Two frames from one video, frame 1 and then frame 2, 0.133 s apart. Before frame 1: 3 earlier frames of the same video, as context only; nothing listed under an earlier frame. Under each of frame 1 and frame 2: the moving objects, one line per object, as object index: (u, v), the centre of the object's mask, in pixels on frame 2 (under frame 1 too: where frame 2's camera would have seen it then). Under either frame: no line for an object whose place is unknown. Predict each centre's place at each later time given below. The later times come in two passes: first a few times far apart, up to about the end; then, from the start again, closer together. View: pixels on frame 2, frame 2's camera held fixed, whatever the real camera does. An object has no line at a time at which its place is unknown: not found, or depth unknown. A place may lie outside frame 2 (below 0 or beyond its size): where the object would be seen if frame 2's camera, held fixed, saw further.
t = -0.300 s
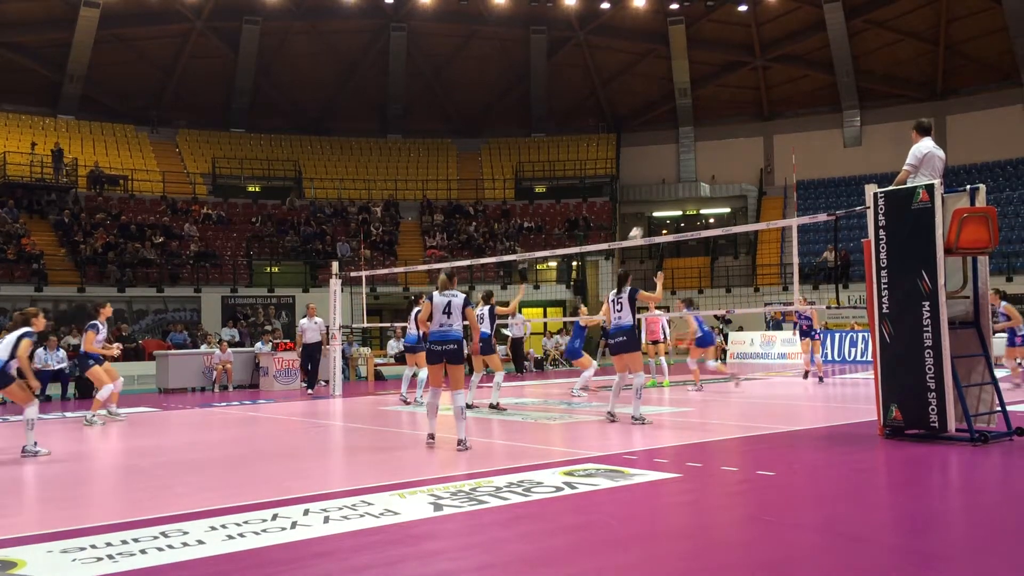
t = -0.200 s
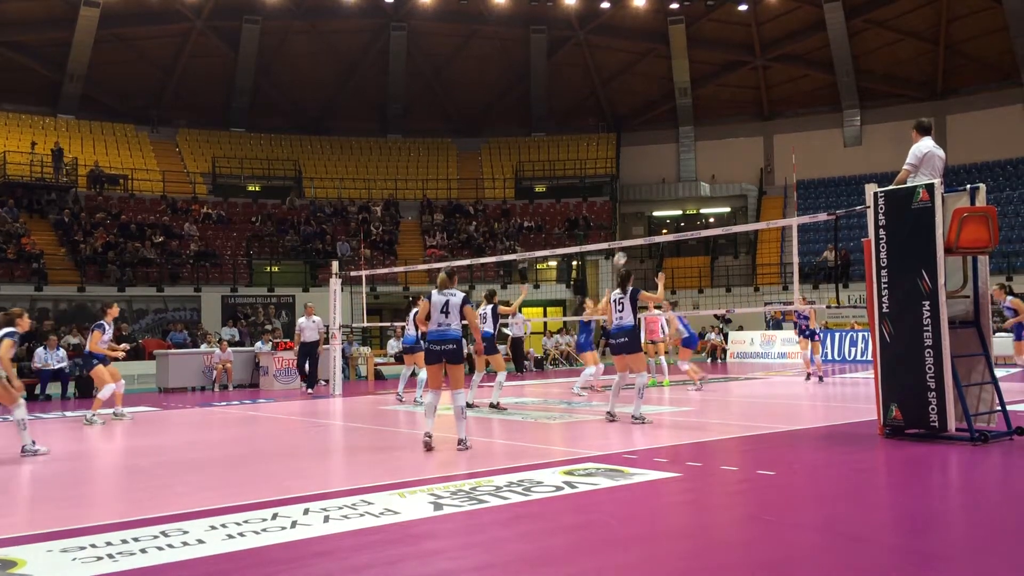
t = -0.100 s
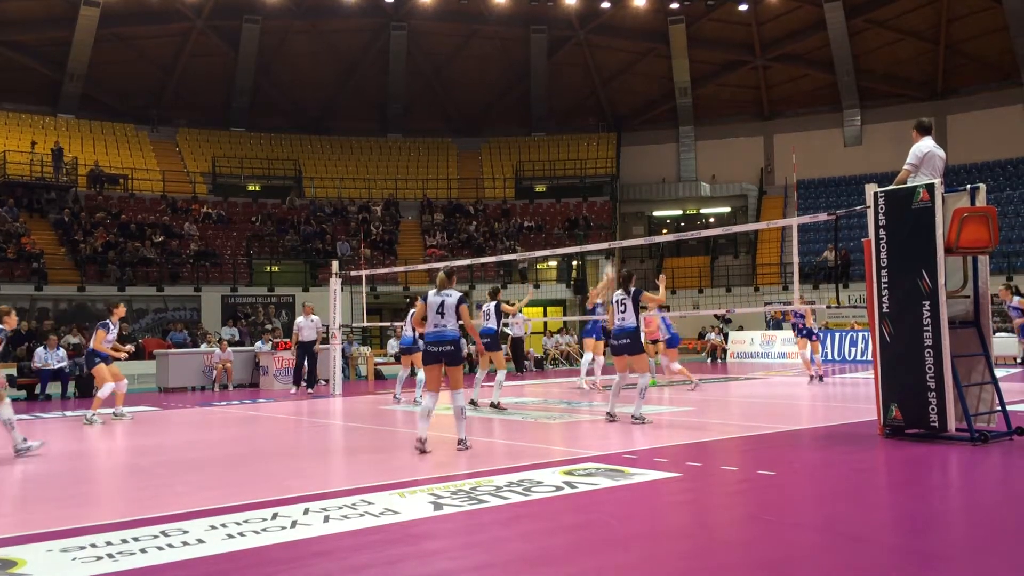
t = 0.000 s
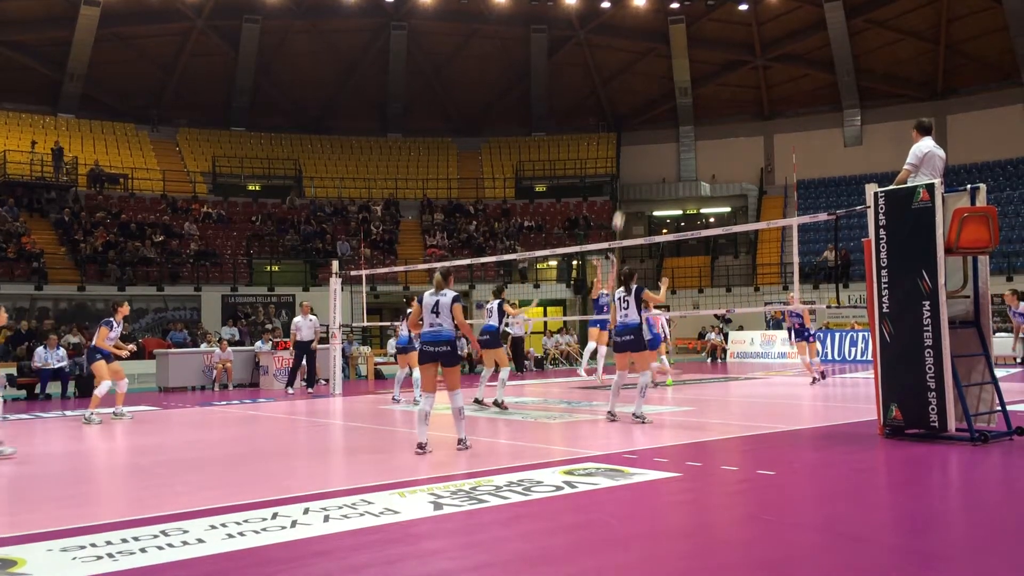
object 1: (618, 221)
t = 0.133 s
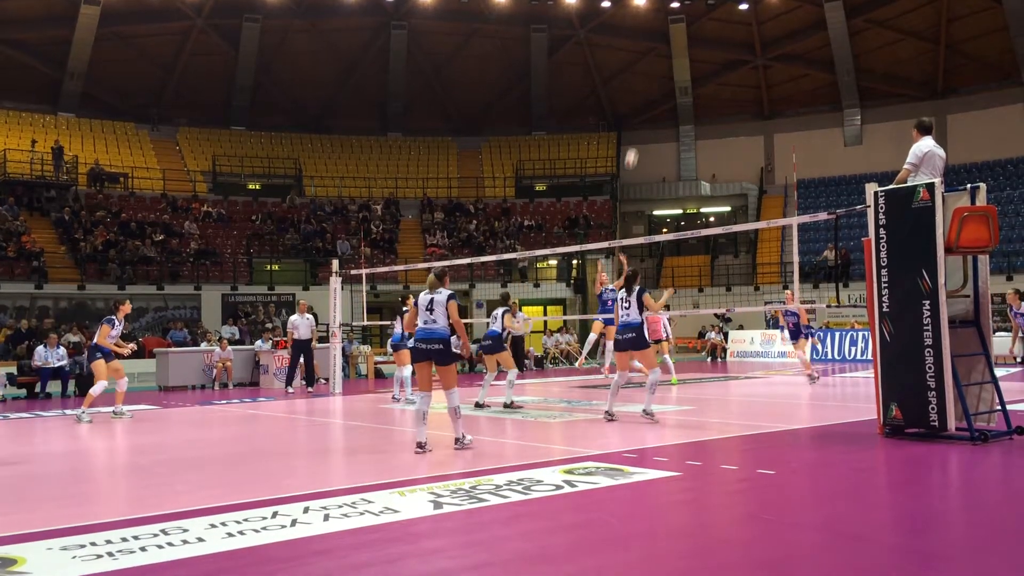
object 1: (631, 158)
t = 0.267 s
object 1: (644, 106)
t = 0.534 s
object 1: (671, 29)
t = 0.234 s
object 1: (641, 118)
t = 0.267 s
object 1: (644, 106)
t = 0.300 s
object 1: (647, 95)
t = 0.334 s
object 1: (651, 83)
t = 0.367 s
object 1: (654, 73)
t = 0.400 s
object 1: (657, 63)
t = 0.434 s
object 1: (661, 54)
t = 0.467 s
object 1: (664, 45)
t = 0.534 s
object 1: (671, 29)
